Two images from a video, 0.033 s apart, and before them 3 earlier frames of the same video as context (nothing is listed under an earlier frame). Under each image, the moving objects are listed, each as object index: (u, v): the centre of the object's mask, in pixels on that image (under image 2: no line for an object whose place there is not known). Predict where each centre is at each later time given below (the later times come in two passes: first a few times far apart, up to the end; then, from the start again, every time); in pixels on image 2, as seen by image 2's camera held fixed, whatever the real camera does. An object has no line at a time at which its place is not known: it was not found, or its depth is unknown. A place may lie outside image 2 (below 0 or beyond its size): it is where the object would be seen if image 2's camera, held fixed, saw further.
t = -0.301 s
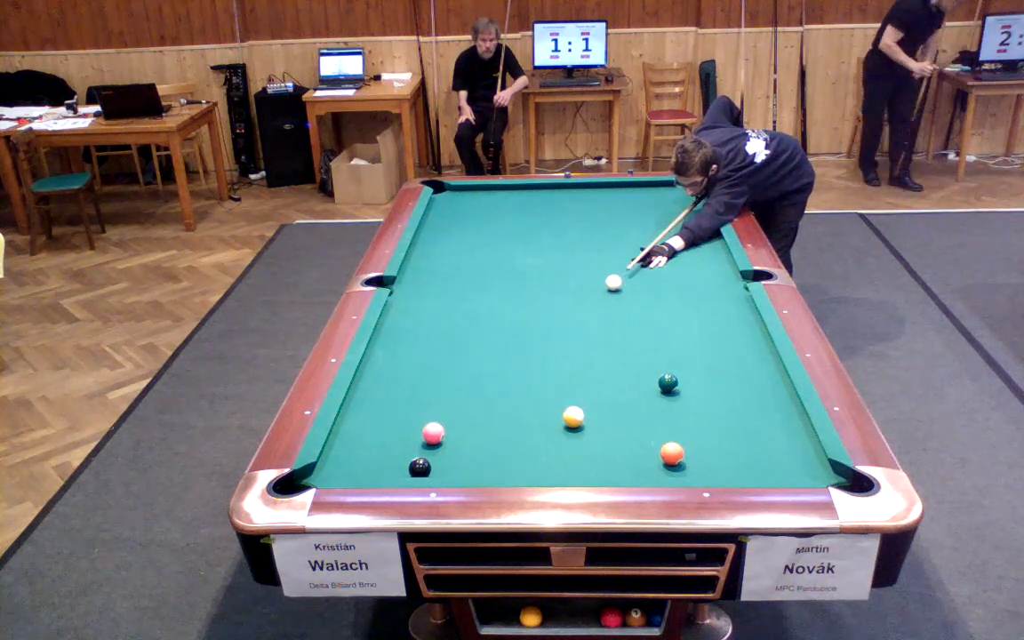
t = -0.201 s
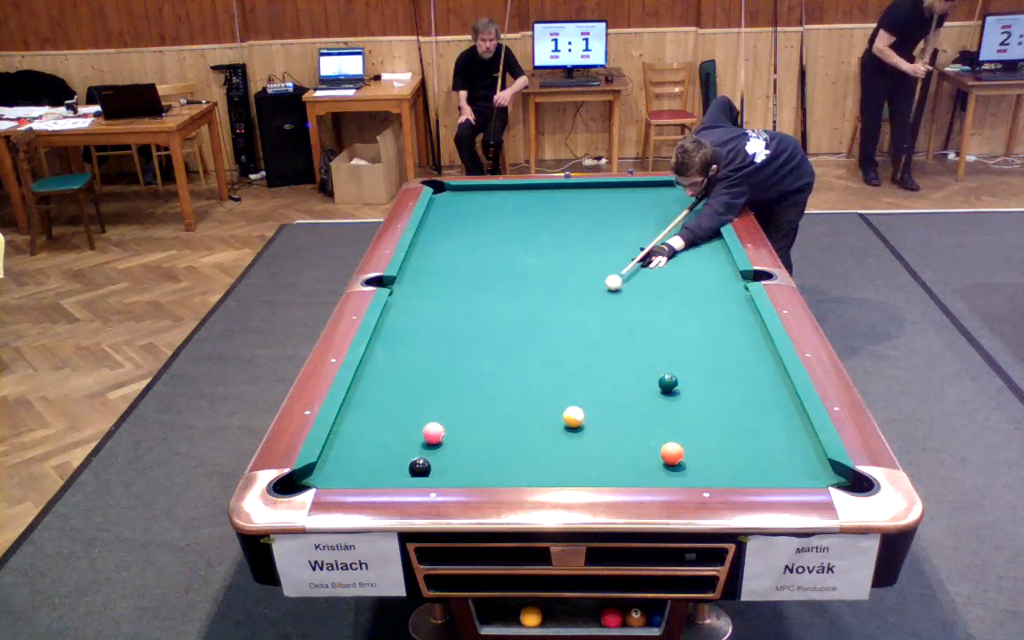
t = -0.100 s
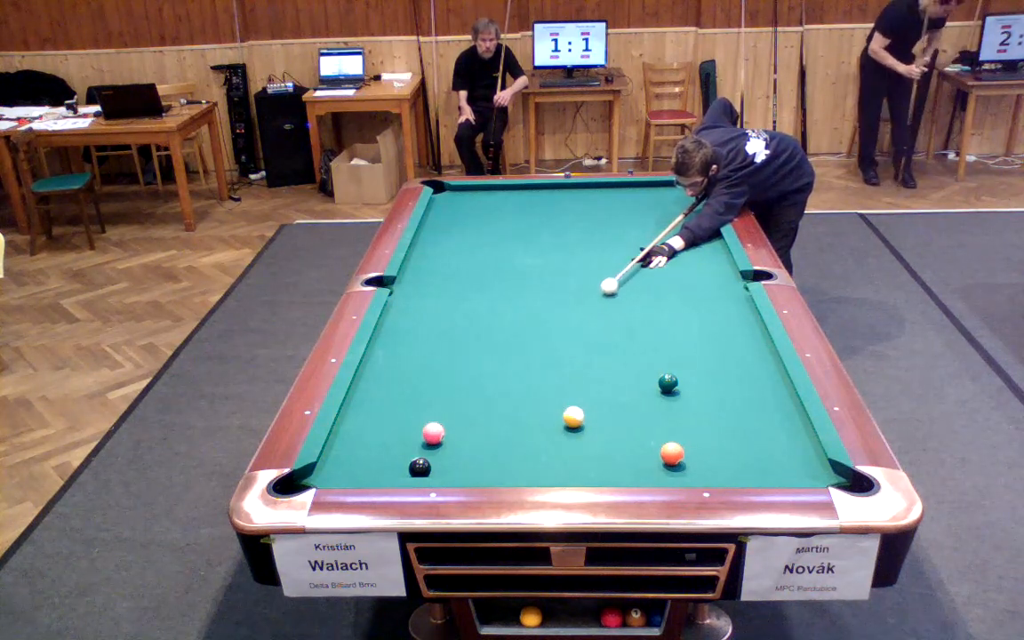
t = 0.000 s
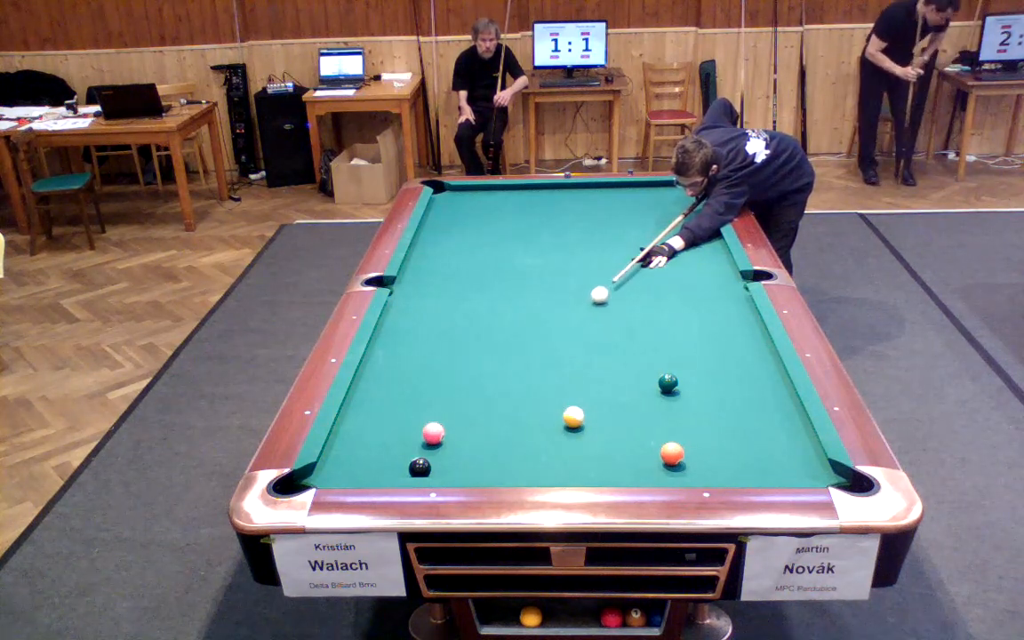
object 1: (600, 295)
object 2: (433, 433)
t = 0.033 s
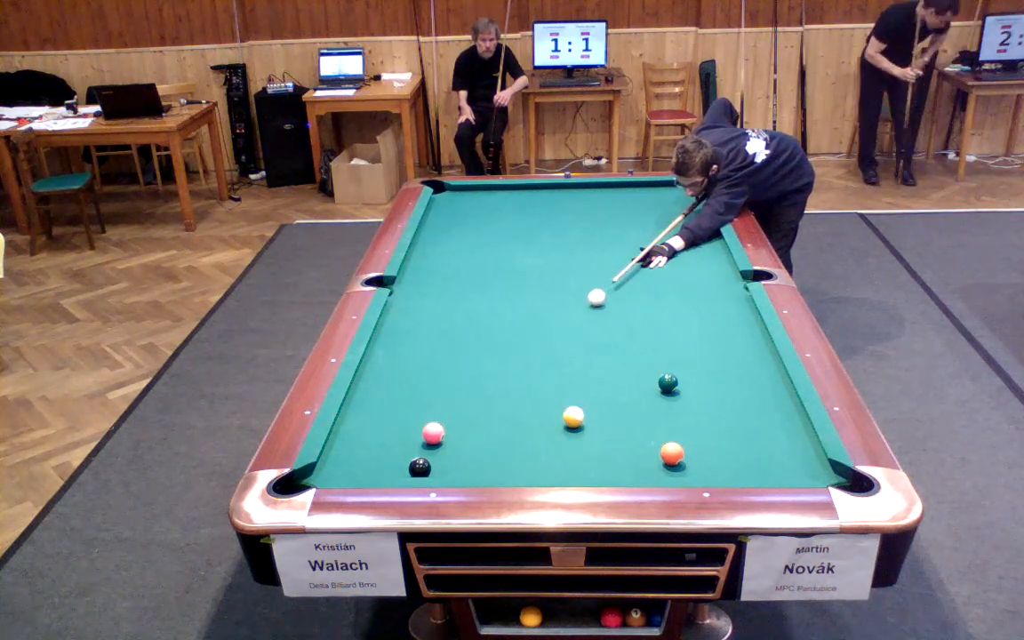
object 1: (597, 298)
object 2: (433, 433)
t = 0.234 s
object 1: (578, 314)
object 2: (433, 433)
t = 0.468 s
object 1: (554, 335)
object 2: (433, 433)
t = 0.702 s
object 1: (529, 356)
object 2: (433, 433)
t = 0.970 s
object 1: (498, 383)
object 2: (433, 433)
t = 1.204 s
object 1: (469, 408)
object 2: (433, 433)
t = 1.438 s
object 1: (450, 427)
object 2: (421, 440)
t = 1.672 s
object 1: (450, 435)
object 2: (394, 455)
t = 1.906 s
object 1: (450, 443)
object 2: (367, 469)
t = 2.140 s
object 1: (450, 450)
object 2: (353, 468)
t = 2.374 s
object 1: (449, 457)
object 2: (343, 462)
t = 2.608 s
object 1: (449, 462)
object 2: (334, 456)
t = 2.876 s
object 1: (449, 467)
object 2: (337, 450)
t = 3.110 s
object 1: (448, 469)
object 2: (343, 445)
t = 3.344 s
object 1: (448, 470)
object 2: (348, 442)
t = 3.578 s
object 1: (448, 469)
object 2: (352, 439)
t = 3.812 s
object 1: (448, 469)
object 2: (354, 436)
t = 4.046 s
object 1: (448, 469)
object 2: (354, 435)
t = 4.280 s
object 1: (448, 469)
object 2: (354, 433)
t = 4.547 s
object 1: (448, 469)
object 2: (354, 433)
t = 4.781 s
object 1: (448, 469)
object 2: (354, 433)
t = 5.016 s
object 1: (448, 469)
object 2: (354, 433)
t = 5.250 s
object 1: (448, 469)
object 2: (354, 433)
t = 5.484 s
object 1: (448, 469)
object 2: (354, 433)
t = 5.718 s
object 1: (448, 469)
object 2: (354, 432)
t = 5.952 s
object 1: (449, 469)
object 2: (354, 433)
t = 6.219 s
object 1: (448, 469)
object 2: (354, 432)
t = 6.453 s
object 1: (448, 469)
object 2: (354, 433)
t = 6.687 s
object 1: (448, 469)
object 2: (354, 432)
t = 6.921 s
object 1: (448, 469)
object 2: (354, 432)
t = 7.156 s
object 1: (448, 469)
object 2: (354, 432)
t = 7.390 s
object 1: (448, 469)
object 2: (354, 432)
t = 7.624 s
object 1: (448, 469)
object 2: (354, 432)
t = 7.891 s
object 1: (448, 469)
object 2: (354, 432)
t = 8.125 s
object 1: (449, 469)
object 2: (354, 432)
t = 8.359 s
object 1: (448, 469)
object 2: (354, 432)
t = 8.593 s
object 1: (448, 469)
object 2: (354, 433)
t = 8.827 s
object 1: (449, 469)
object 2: (354, 433)
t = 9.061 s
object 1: (448, 469)
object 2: (354, 433)
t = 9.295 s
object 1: (448, 469)
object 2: (354, 432)
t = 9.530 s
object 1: (448, 469)
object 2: (354, 432)
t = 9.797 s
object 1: (449, 469)
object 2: (354, 433)
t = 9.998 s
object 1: (448, 469)
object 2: (354, 433)
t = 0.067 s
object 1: (593, 300)
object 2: (433, 433)
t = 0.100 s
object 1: (590, 303)
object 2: (433, 433)
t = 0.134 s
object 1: (587, 306)
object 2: (433, 433)
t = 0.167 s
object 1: (584, 309)
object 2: (433, 433)
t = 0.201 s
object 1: (581, 312)
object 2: (433, 433)
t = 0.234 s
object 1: (578, 314)
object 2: (433, 433)
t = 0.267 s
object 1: (574, 317)
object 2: (433, 433)
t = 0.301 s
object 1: (571, 320)
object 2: (433, 433)
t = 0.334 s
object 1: (568, 323)
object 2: (433, 433)
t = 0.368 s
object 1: (564, 326)
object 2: (433, 433)
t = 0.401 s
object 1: (561, 329)
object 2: (433, 433)
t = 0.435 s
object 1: (558, 332)
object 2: (433, 433)
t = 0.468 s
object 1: (554, 335)
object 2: (433, 433)
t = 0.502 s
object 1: (550, 338)
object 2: (433, 433)
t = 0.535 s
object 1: (547, 341)
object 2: (433, 433)
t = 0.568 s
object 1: (544, 344)
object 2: (433, 433)
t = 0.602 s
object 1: (540, 347)
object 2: (433, 433)
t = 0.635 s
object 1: (536, 350)
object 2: (433, 433)
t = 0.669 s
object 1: (533, 353)
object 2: (433, 433)
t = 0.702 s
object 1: (529, 356)
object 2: (433, 433)
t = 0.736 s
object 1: (525, 360)
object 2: (433, 433)
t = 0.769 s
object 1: (522, 363)
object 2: (433, 433)
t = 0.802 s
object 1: (518, 366)
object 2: (433, 433)
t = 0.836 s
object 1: (514, 370)
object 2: (433, 433)
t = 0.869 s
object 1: (510, 373)
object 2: (433, 433)
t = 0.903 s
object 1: (506, 376)
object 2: (433, 433)
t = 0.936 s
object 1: (502, 380)
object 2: (433, 433)
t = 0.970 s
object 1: (498, 383)
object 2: (433, 433)
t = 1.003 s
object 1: (494, 386)
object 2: (433, 433)
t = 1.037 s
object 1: (490, 390)
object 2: (433, 433)
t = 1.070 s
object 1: (486, 394)
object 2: (433, 433)
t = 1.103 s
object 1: (482, 397)
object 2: (433, 433)
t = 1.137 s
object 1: (477, 401)
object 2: (433, 433)
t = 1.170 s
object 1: (473, 404)
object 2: (433, 433)
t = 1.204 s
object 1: (469, 408)
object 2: (433, 433)
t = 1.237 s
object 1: (464, 412)
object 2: (433, 433)
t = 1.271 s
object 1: (460, 416)
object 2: (433, 433)
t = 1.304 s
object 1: (456, 420)
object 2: (433, 433)
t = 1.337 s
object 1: (452, 423)
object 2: (433, 433)
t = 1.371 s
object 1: (450, 425)
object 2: (430, 434)
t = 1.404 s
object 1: (450, 426)
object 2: (425, 437)
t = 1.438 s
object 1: (450, 427)
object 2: (421, 440)
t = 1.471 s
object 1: (450, 429)
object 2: (417, 442)
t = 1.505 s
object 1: (450, 430)
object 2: (413, 444)
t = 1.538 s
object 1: (450, 431)
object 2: (409, 446)
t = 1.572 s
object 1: (450, 432)
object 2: (406, 449)
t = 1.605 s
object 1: (450, 433)
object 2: (401, 451)
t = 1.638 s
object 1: (450, 434)
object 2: (398, 453)
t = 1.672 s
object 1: (450, 435)
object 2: (394, 455)
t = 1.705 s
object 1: (450, 437)
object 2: (390, 458)
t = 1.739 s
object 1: (450, 438)
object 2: (387, 460)
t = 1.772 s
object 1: (450, 439)
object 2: (382, 462)
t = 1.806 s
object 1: (450, 440)
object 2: (379, 464)
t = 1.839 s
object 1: (450, 441)
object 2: (375, 466)
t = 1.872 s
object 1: (450, 442)
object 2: (371, 467)
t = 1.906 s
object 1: (450, 443)
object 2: (367, 469)
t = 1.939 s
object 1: (450, 444)
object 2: (364, 470)
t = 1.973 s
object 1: (450, 445)
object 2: (360, 471)
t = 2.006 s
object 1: (450, 446)
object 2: (358, 470)
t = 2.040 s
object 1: (450, 447)
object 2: (357, 469)
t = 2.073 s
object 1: (450, 448)
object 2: (356, 469)
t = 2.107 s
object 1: (450, 449)
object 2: (354, 468)
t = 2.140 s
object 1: (450, 450)
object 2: (353, 468)
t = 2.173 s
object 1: (449, 451)
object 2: (351, 467)
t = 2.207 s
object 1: (449, 452)
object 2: (350, 466)
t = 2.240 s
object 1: (449, 453)
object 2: (348, 465)
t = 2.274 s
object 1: (449, 454)
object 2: (347, 465)
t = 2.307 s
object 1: (449, 455)
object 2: (345, 464)
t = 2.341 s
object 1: (449, 456)
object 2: (344, 463)
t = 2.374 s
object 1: (449, 457)
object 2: (343, 462)
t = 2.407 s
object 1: (449, 458)
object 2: (342, 461)
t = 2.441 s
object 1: (449, 459)
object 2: (340, 460)
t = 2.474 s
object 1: (449, 459)
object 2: (339, 459)
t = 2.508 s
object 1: (449, 460)
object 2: (338, 458)
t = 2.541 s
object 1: (449, 461)
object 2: (336, 457)
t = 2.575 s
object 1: (449, 462)
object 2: (335, 456)
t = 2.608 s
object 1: (449, 462)
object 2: (334, 456)
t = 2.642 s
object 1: (449, 463)
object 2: (332, 455)
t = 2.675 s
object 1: (449, 464)
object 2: (331, 454)
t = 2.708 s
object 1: (449, 464)
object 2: (331, 453)
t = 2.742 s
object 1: (449, 465)
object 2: (332, 452)
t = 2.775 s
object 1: (449, 465)
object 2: (333, 452)
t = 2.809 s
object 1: (449, 466)
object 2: (335, 451)
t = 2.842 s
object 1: (449, 466)
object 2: (336, 450)
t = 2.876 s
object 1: (449, 467)
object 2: (337, 450)
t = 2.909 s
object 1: (449, 467)
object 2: (338, 449)
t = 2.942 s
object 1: (449, 467)
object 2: (339, 448)
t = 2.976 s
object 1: (449, 467)
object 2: (340, 448)
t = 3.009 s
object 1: (449, 468)
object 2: (341, 447)
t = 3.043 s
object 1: (448, 468)
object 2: (341, 446)
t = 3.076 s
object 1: (448, 469)
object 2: (343, 446)
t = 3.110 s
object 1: (448, 469)
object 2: (343, 445)
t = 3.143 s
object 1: (448, 469)
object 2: (344, 445)
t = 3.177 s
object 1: (448, 470)
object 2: (345, 444)
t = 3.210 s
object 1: (448, 470)
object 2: (345, 444)
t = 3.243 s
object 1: (448, 470)
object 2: (346, 443)
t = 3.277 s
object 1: (448, 470)
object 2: (347, 443)
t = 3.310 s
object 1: (448, 470)
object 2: (347, 442)
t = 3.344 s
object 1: (448, 470)
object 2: (348, 442)
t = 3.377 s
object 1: (448, 470)
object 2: (349, 442)
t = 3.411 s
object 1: (448, 469)
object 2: (349, 441)
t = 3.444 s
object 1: (448, 470)
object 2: (350, 441)
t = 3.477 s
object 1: (448, 469)
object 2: (350, 440)
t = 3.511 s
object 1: (448, 469)
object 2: (351, 440)
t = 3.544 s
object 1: (448, 469)
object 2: (351, 440)
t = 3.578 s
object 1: (448, 469)
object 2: (352, 439)
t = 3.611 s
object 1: (448, 469)
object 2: (352, 439)
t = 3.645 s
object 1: (448, 469)
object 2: (352, 438)
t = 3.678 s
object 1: (448, 469)
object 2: (353, 438)
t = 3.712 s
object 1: (448, 469)
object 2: (353, 437)
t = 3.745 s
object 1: (448, 469)
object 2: (353, 437)
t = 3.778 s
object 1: (448, 469)
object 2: (353, 437)
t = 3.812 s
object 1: (448, 469)
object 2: (354, 436)
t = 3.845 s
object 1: (448, 469)
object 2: (354, 436)
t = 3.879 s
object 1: (448, 469)
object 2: (354, 436)
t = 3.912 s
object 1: (448, 469)
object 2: (354, 435)
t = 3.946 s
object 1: (448, 469)
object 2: (354, 435)
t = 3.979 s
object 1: (448, 469)
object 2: (354, 435)
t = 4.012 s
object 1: (448, 469)
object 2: (354, 435)
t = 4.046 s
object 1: (448, 469)
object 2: (354, 435)
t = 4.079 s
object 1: (448, 469)
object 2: (354, 434)
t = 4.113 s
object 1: (448, 469)
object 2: (354, 434)
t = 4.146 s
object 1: (448, 469)
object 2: (354, 434)
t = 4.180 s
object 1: (448, 469)
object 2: (354, 434)
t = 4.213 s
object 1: (448, 469)
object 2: (354, 434)
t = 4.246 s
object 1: (448, 469)
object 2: (354, 433)
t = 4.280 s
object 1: (448, 469)
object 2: (354, 433)
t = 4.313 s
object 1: (448, 469)
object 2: (354, 433)
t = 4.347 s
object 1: (448, 469)
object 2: (354, 433)
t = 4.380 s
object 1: (448, 469)
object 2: (354, 433)
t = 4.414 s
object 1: (448, 469)
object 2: (354, 433)
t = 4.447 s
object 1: (448, 469)
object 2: (354, 433)
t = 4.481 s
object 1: (448, 469)
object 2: (354, 433)
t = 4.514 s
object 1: (448, 469)
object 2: (354, 433)
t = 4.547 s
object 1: (448, 469)
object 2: (354, 433)
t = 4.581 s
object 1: (448, 469)
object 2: (354, 433)
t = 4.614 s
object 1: (448, 469)
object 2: (354, 433)
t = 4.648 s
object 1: (448, 469)
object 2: (354, 433)
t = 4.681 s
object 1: (448, 469)
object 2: (354, 433)
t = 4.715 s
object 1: (448, 469)
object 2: (354, 433)
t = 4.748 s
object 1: (448, 469)
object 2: (354, 433)
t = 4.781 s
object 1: (448, 469)
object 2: (354, 433)
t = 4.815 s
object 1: (448, 469)
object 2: (354, 433)
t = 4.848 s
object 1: (448, 469)
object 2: (354, 433)
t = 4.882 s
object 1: (448, 469)
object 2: (354, 433)
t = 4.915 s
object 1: (448, 469)
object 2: (354, 433)
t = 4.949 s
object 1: (448, 469)
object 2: (354, 433)
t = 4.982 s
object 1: (448, 469)
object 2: (354, 433)
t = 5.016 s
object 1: (448, 469)
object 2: (354, 433)
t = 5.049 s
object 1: (448, 469)
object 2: (354, 433)
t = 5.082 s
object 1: (448, 469)
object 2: (354, 433)
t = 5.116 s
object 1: (448, 469)
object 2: (354, 433)
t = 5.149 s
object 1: (448, 469)
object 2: (354, 433)
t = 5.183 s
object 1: (448, 469)
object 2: (354, 433)
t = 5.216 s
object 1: (448, 469)
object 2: (354, 433)
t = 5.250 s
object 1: (448, 469)
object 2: (354, 433)
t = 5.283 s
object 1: (448, 469)
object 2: (354, 433)
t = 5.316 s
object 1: (448, 469)
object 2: (354, 433)
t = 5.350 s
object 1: (448, 469)
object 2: (354, 433)
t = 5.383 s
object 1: (448, 469)
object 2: (354, 433)
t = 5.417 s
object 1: (448, 469)
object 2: (354, 433)
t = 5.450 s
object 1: (448, 469)
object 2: (354, 433)
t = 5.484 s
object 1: (448, 469)
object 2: (354, 433)
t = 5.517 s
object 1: (448, 469)
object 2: (354, 433)
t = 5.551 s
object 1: (448, 469)
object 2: (354, 433)
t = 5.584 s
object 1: (448, 469)
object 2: (354, 432)
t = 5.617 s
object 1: (448, 469)
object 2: (354, 432)
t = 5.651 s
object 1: (448, 469)
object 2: (354, 432)
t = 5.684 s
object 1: (448, 469)
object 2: (354, 432)
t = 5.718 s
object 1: (448, 469)
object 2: (354, 432)
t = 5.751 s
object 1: (448, 469)
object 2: (354, 433)
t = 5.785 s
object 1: (448, 469)
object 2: (354, 432)
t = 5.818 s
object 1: (449, 469)
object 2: (354, 432)
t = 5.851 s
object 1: (448, 469)
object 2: (354, 432)
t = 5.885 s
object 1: (448, 469)
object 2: (354, 432)
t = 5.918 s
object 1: (448, 469)
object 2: (354, 433)
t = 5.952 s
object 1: (449, 469)
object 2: (354, 433)
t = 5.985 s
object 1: (448, 469)
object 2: (354, 432)
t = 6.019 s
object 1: (448, 469)
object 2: (354, 432)
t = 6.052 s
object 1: (448, 469)
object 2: (354, 432)
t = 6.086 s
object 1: (448, 469)
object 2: (354, 432)
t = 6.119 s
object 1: (448, 469)
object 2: (354, 433)
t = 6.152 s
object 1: (448, 469)
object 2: (354, 432)
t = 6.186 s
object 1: (448, 469)
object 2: (354, 432)
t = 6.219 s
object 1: (448, 469)
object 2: (354, 432)
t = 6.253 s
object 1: (448, 469)
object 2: (354, 432)
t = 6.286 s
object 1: (449, 469)
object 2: (354, 432)
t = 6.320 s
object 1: (448, 469)
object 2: (354, 432)
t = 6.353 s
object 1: (448, 469)
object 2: (354, 432)
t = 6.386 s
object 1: (448, 469)
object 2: (354, 432)
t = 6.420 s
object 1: (448, 469)
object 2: (354, 433)
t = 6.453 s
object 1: (448, 469)
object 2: (354, 433)
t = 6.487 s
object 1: (448, 469)
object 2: (354, 433)
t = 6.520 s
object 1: (449, 469)
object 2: (354, 432)
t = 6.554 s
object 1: (448, 469)
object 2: (354, 432)
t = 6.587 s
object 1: (448, 469)
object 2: (354, 432)
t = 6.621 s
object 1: (448, 469)
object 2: (354, 432)
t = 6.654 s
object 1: (448, 469)
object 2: (354, 432)
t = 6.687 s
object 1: (448, 469)
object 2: (354, 432)
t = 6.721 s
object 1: (448, 469)
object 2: (354, 432)
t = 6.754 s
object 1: (448, 469)
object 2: (354, 432)
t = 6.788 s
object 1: (449, 469)
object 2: (354, 432)
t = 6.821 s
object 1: (448, 469)
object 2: (354, 432)
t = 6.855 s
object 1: (448, 469)
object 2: (354, 432)
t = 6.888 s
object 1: (448, 469)
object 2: (354, 432)
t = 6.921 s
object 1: (448, 469)
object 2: (354, 432)
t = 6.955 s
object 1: (449, 469)
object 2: (354, 432)
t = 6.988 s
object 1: (448, 469)
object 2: (354, 432)
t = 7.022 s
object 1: (448, 469)
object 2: (354, 432)
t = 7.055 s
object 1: (448, 469)
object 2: (354, 432)
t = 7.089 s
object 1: (448, 469)
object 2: (354, 432)
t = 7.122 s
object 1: (448, 469)
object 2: (354, 432)
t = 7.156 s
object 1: (448, 469)
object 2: (354, 432)
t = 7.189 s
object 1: (448, 469)
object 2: (354, 432)
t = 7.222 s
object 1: (448, 469)
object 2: (354, 432)
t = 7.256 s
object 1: (448, 469)
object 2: (354, 432)
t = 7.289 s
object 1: (448, 469)
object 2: (354, 432)
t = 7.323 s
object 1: (448, 469)
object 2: (354, 432)
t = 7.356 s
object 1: (448, 469)
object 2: (354, 432)
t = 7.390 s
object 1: (448, 469)
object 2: (354, 432)
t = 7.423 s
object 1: (448, 469)
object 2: (354, 432)
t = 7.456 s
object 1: (448, 469)
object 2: (354, 432)
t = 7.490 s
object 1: (448, 469)
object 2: (354, 432)
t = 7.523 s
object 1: (448, 469)
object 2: (354, 432)
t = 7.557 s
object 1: (448, 469)
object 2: (354, 432)
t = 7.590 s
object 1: (448, 469)
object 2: (354, 432)
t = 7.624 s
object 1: (448, 469)
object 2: (354, 432)
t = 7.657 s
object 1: (448, 469)
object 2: (354, 432)
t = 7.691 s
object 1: (448, 469)
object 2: (354, 432)
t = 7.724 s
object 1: (448, 469)
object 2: (354, 432)
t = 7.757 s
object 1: (448, 469)
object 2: (354, 432)
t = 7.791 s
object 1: (449, 469)
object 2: (354, 432)
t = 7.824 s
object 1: (448, 469)
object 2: (354, 432)
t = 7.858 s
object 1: (449, 469)
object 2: (354, 432)
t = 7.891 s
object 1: (448, 469)
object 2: (354, 432)
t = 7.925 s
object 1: (448, 469)
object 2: (354, 432)
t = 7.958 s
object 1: (449, 469)
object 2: (354, 432)
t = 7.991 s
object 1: (448, 469)
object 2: (354, 432)
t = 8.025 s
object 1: (448, 469)
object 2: (354, 432)
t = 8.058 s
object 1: (448, 469)
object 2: (354, 432)
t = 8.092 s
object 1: (448, 469)
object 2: (354, 432)
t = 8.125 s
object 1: (449, 469)
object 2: (354, 432)
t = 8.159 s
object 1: (448, 469)
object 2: (354, 432)
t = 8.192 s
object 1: (449, 469)
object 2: (354, 432)
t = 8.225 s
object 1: (448, 469)
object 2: (354, 432)
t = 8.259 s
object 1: (448, 469)
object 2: (354, 432)
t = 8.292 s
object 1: (449, 469)
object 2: (354, 432)
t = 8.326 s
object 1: (448, 469)
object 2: (354, 433)
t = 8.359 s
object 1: (448, 469)
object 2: (354, 432)
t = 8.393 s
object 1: (448, 469)
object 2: (354, 433)
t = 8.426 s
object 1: (448, 469)
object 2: (354, 432)
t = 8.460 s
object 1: (449, 469)
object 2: (354, 433)
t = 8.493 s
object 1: (448, 469)
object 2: (354, 433)
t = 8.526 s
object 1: (448, 469)
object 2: (354, 433)
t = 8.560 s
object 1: (448, 469)
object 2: (354, 433)
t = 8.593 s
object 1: (448, 469)
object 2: (354, 433)
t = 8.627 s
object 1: (448, 469)
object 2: (354, 432)
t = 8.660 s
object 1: (448, 469)
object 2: (354, 432)
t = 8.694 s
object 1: (449, 469)
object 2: (354, 432)
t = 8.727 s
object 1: (448, 469)
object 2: (354, 432)
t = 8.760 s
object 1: (448, 469)
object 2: (354, 432)
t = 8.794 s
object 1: (448, 469)
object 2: (354, 433)
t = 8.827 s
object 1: (449, 469)
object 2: (354, 433)
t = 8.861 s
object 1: (448, 469)
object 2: (354, 433)
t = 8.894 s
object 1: (448, 469)
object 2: (354, 433)
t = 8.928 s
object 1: (449, 469)
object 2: (354, 433)
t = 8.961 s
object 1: (449, 469)
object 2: (354, 433)
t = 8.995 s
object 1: (448, 469)
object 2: (354, 433)
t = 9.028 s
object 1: (448, 469)
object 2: (354, 432)
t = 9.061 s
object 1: (448, 469)
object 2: (354, 433)
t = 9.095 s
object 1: (448, 469)
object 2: (354, 433)
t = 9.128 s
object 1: (448, 469)
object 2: (354, 433)
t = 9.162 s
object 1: (448, 469)
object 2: (354, 433)
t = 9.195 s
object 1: (449, 469)
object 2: (354, 433)
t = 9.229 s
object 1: (448, 469)
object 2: (354, 433)
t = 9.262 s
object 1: (448, 469)
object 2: (354, 432)
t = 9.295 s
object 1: (448, 469)
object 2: (354, 432)
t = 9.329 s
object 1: (449, 469)
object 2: (354, 432)
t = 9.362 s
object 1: (448, 469)
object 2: (354, 432)
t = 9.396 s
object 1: (448, 469)
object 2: (354, 432)
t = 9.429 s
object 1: (448, 469)
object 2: (354, 432)
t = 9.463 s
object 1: (448, 469)
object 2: (354, 432)
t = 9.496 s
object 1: (448, 469)
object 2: (354, 432)
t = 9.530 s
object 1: (448, 469)
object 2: (354, 432)
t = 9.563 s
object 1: (448, 469)
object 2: (354, 433)
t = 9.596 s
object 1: (448, 469)
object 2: (354, 432)
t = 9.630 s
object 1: (449, 469)
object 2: (354, 432)
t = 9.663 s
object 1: (449, 469)
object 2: (354, 433)
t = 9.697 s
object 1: (448, 469)
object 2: (354, 432)
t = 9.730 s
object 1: (448, 469)
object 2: (354, 432)
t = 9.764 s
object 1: (448, 469)
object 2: (354, 433)
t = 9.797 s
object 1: (449, 469)
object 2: (354, 433)
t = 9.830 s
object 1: (448, 469)
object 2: (354, 433)
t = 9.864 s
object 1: (448, 469)
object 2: (354, 433)
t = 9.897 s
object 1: (448, 469)
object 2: (354, 433)
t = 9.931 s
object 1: (449, 469)
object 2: (354, 433)
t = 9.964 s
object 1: (448, 469)
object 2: (354, 433)
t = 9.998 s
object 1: (448, 469)
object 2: (354, 433)
